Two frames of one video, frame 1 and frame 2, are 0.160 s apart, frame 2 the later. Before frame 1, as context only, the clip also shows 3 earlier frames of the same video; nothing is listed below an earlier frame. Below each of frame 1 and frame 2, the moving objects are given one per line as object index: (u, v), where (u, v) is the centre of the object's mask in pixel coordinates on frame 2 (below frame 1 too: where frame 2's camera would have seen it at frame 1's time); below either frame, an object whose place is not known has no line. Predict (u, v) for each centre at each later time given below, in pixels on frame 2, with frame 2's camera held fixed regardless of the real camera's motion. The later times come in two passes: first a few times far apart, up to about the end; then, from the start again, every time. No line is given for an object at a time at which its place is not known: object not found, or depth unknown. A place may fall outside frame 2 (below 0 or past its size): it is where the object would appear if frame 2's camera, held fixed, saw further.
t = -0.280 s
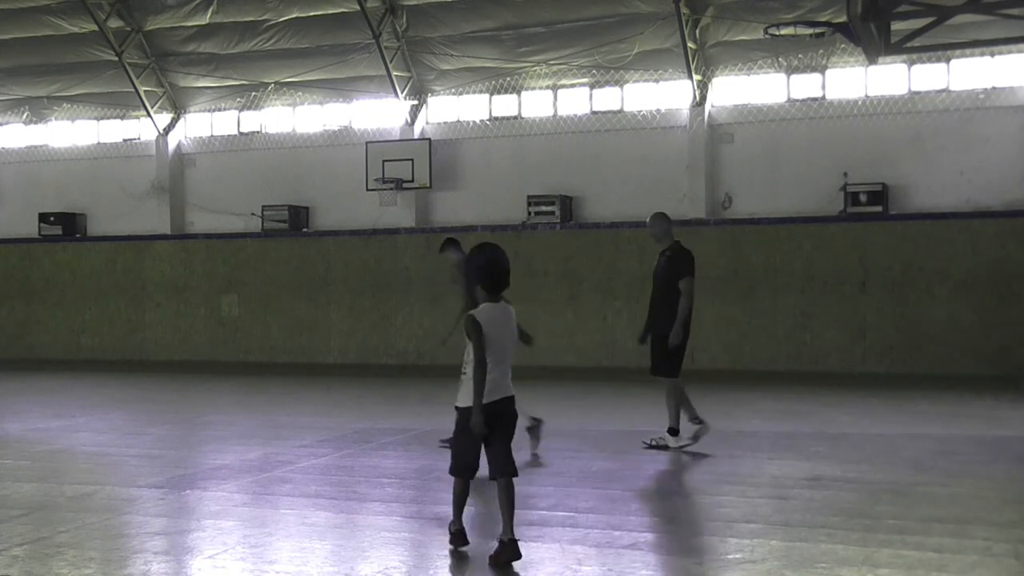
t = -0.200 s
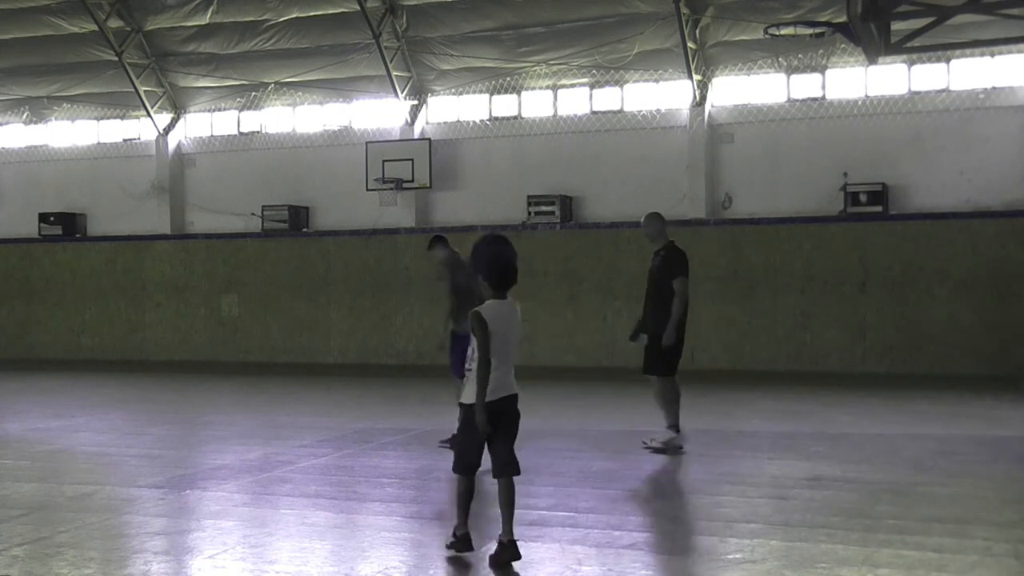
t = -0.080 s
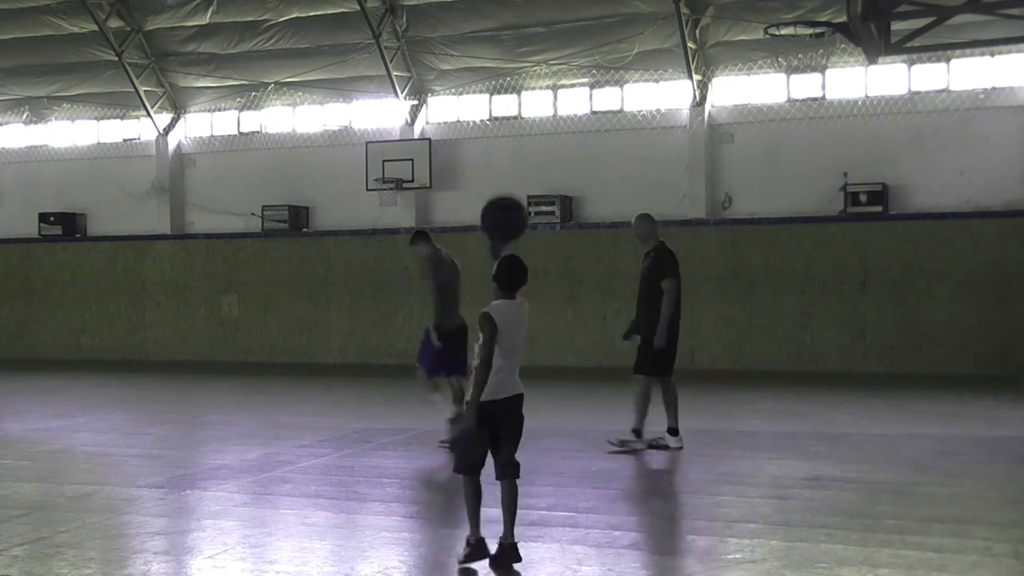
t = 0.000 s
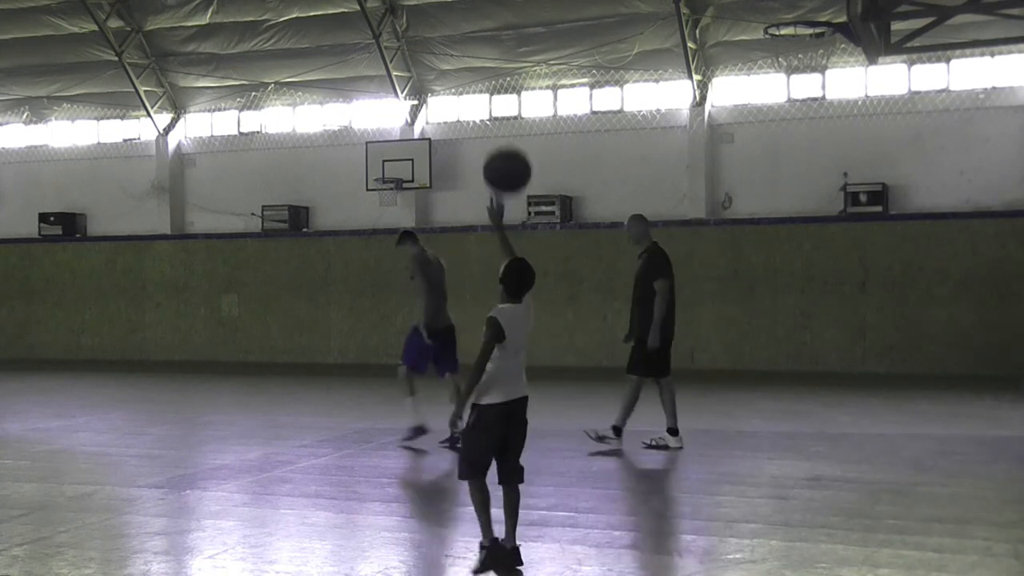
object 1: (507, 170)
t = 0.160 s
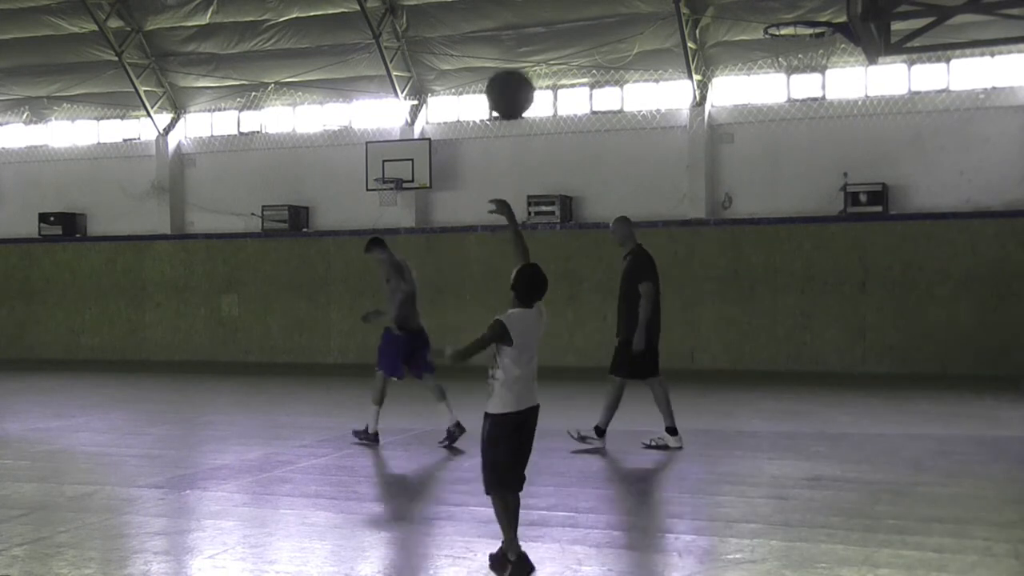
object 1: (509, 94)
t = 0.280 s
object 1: (512, 68)
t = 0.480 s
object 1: (517, 90)
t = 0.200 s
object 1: (510, 81)
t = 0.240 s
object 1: (511, 73)
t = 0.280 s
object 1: (512, 68)
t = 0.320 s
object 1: (513, 66)
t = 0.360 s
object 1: (514, 66)
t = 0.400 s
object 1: (515, 70)
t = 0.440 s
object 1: (516, 78)
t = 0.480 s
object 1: (517, 90)
